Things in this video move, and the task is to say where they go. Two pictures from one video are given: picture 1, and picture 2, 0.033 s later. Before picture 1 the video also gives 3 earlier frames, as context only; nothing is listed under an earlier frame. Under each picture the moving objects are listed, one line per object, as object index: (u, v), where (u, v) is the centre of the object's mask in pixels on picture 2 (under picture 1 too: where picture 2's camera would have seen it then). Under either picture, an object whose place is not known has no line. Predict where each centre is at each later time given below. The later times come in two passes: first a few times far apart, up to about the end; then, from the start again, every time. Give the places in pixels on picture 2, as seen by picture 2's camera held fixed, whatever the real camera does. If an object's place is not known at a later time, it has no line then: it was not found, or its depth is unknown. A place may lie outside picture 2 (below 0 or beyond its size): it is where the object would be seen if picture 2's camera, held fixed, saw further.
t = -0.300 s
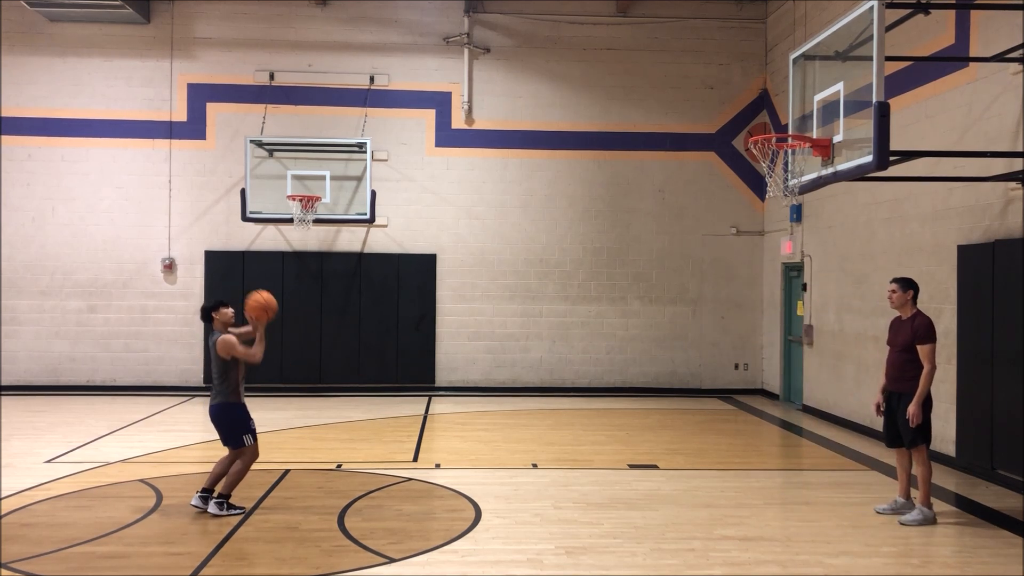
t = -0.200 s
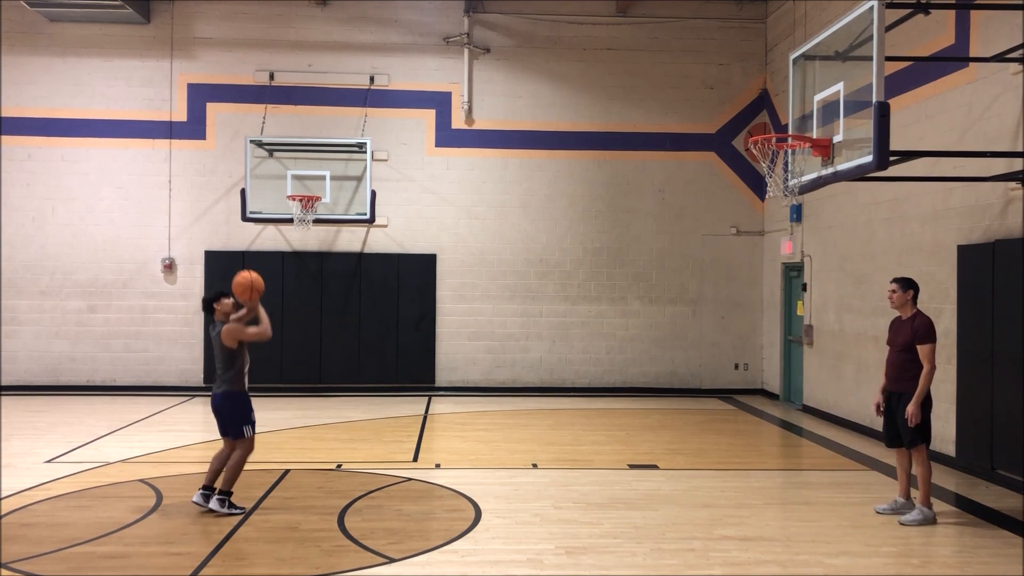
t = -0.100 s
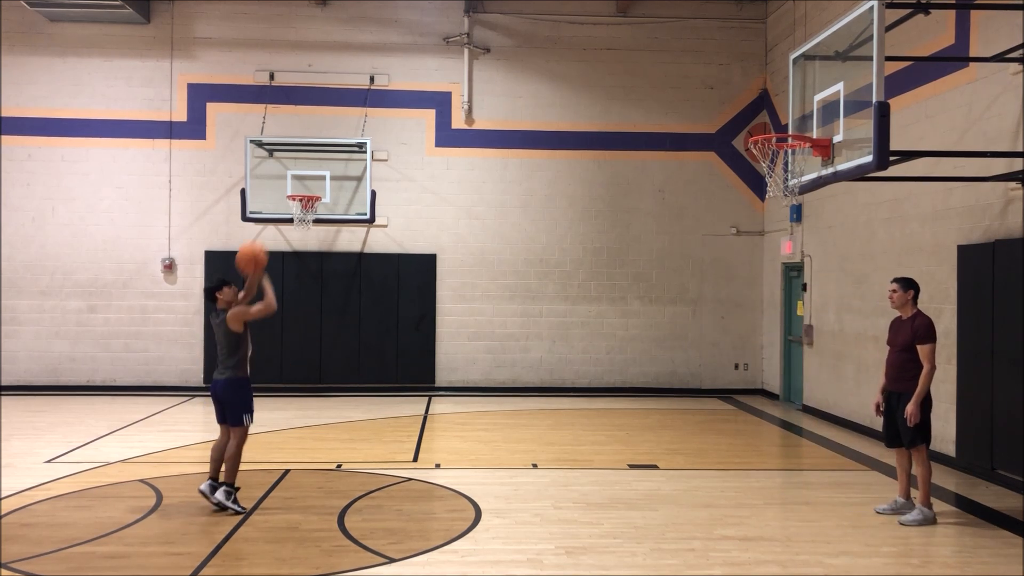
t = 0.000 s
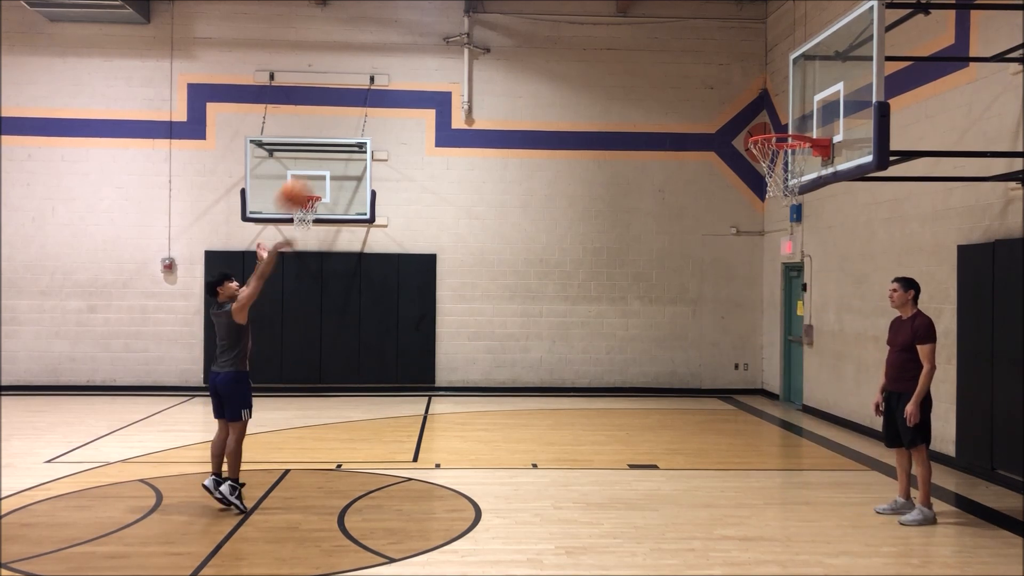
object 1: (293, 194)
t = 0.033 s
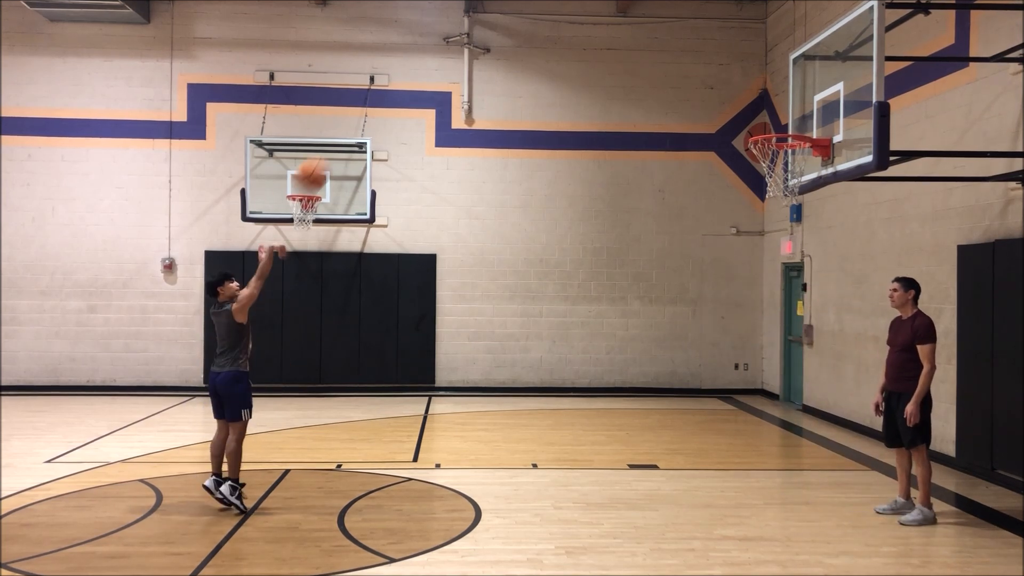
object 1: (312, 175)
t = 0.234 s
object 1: (419, 81)
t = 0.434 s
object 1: (521, 38)
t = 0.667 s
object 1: (637, 47)
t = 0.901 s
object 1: (750, 121)
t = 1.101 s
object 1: (782, 146)
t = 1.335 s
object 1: (752, 156)
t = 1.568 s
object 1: (769, 187)
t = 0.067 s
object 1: (330, 156)
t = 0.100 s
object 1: (348, 136)
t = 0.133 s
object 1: (366, 121)
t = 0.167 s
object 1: (384, 107)
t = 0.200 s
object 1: (401, 93)
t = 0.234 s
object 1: (419, 81)
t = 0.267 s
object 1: (436, 71)
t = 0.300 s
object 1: (451, 62)
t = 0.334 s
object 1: (471, 53)
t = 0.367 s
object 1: (487, 47)
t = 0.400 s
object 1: (504, 42)
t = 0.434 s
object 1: (521, 38)
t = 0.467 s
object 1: (537, 35)
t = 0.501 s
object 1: (554, 34)
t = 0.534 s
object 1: (570, 34)
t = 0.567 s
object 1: (587, 35)
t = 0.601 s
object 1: (604, 38)
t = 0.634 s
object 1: (620, 42)
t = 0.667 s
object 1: (637, 47)
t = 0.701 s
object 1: (653, 54)
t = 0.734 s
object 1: (669, 62)
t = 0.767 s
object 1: (685, 71)
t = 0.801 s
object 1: (701, 81)
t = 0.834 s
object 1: (716, 93)
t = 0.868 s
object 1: (733, 107)
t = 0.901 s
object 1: (750, 121)
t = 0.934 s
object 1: (762, 125)
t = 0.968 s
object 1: (771, 126)
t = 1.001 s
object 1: (782, 129)
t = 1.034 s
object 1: (791, 142)
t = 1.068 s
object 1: (788, 143)
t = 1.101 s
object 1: (782, 146)
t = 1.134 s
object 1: (774, 150)
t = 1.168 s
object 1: (767, 156)
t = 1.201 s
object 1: (762, 159)
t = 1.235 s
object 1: (757, 159)
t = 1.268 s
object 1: (754, 159)
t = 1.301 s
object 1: (753, 160)
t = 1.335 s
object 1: (752, 156)
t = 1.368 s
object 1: (752, 159)
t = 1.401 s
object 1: (757, 161)
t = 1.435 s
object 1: (758, 165)
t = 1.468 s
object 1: (760, 169)
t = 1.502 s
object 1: (763, 175)
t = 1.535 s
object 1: (766, 181)
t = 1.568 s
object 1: (769, 187)
